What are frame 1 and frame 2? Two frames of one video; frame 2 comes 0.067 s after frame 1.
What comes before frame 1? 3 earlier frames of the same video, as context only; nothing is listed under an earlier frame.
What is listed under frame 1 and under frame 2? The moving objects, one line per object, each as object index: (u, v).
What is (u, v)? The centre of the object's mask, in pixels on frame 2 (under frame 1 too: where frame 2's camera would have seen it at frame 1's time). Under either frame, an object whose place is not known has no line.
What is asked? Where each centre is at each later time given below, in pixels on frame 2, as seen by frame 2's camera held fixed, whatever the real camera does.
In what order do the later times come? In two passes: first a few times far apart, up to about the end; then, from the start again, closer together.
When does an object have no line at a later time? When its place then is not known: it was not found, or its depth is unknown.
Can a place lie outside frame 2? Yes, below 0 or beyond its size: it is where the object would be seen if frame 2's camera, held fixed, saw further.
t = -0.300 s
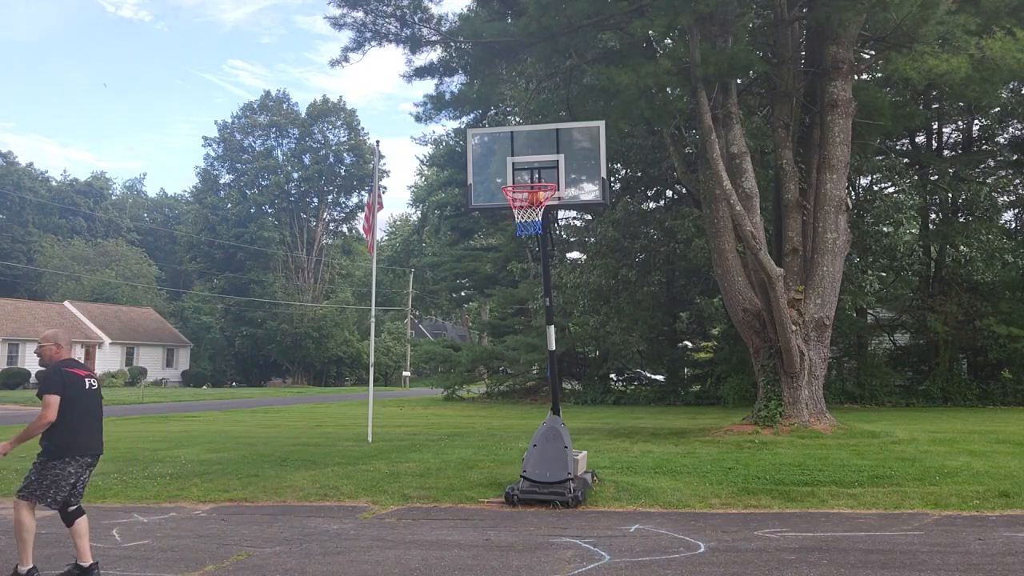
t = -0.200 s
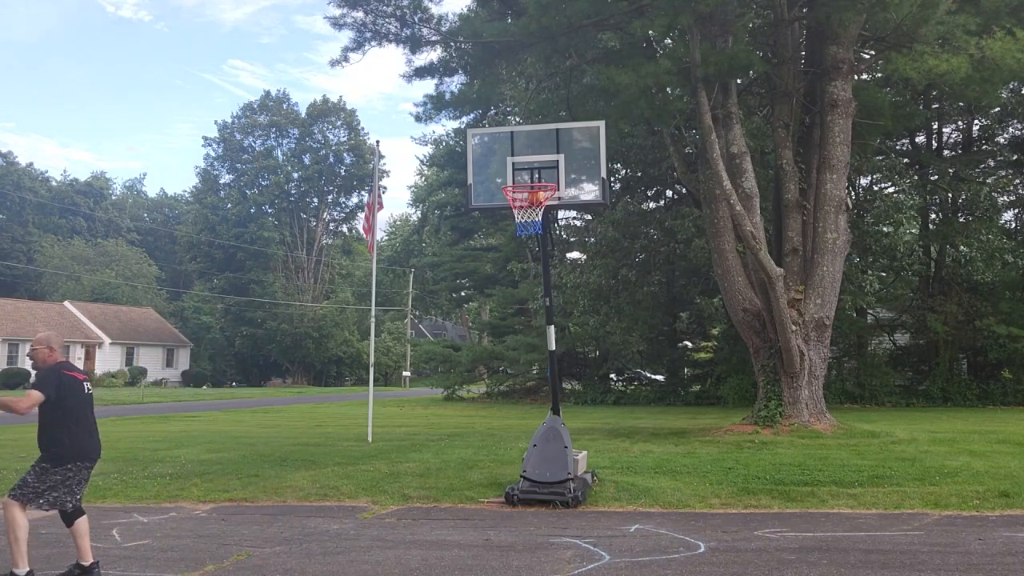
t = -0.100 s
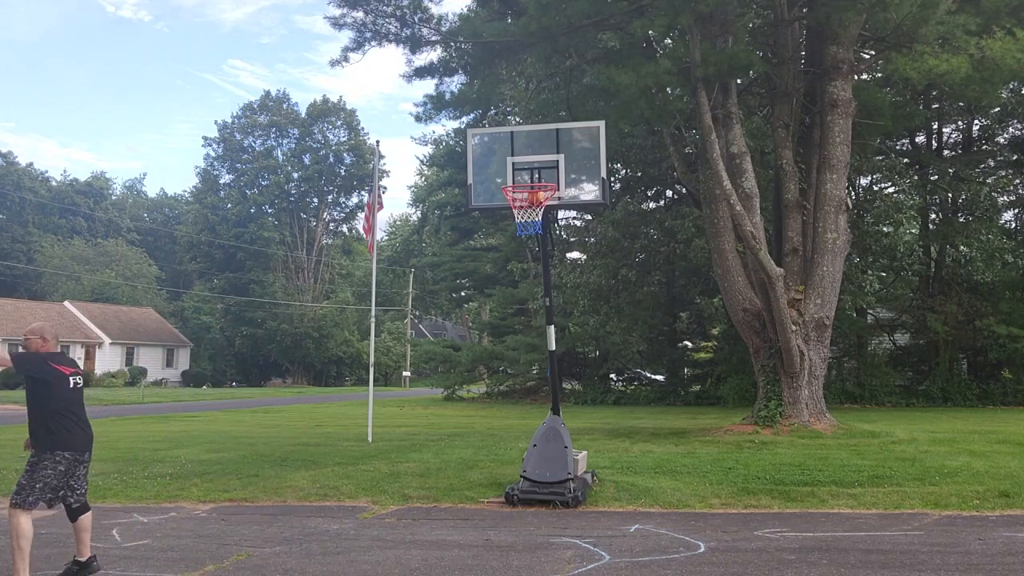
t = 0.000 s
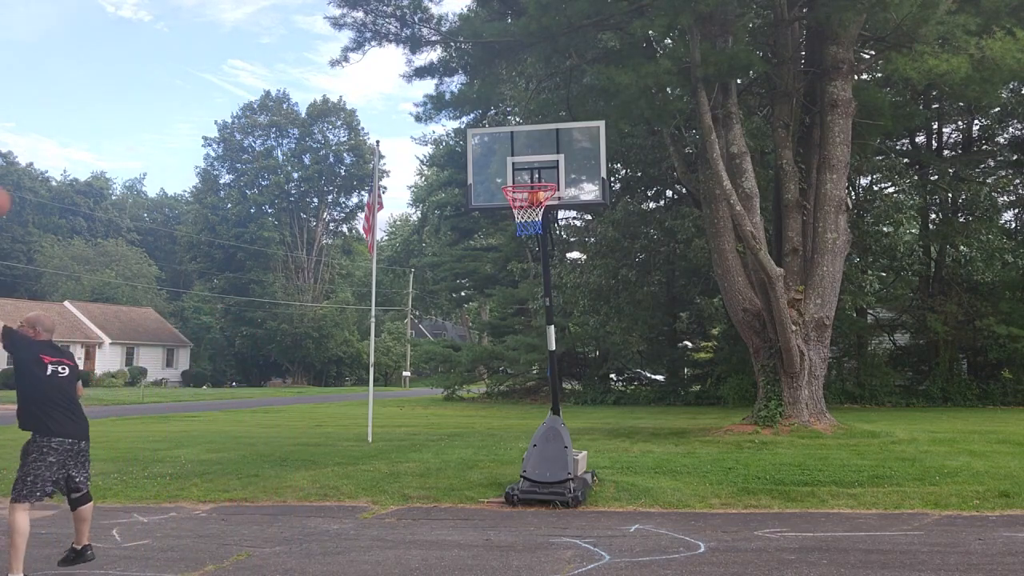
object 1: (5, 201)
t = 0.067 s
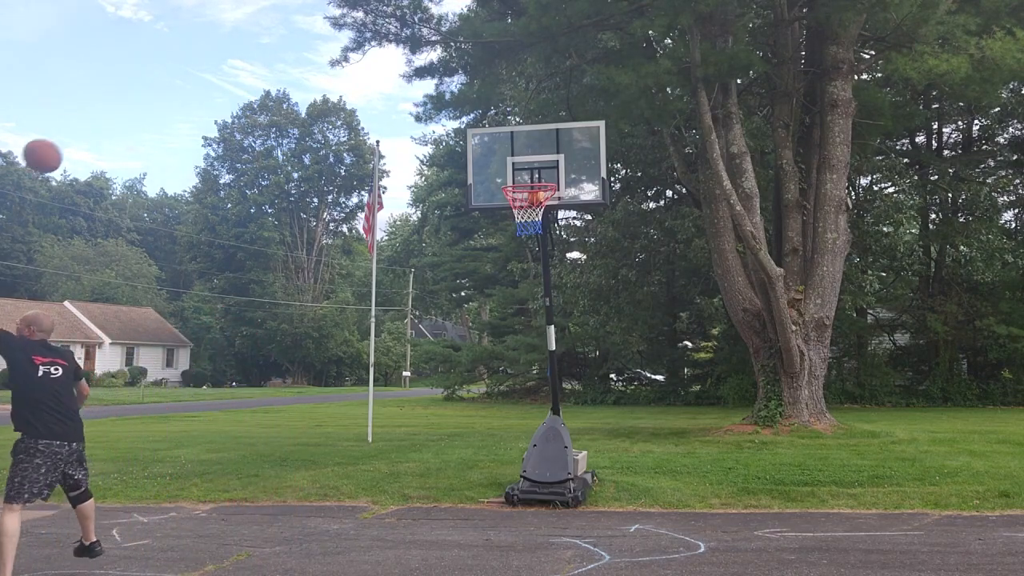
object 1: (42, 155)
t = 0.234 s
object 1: (159, 77)
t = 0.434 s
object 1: (274, 40)
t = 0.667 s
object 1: (387, 61)
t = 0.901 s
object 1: (483, 138)
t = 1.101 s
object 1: (524, 156)
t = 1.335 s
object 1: (552, 149)
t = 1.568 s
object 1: (581, 203)
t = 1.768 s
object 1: (606, 305)
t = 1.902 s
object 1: (623, 404)
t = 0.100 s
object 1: (67, 136)
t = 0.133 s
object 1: (92, 118)
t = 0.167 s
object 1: (115, 103)
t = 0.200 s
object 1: (137, 89)
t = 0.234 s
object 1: (159, 77)
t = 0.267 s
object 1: (179, 67)
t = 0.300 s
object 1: (200, 59)
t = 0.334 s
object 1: (219, 52)
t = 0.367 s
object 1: (238, 46)
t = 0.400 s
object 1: (256, 42)
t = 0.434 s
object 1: (274, 40)
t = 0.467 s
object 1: (291, 39)
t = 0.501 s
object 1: (308, 40)
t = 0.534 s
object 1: (324, 41)
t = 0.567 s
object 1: (340, 45)
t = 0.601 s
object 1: (356, 49)
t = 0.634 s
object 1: (371, 54)
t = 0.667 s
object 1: (387, 61)
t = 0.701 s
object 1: (402, 69)
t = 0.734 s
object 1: (416, 78)
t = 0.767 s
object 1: (430, 88)
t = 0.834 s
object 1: (457, 110)
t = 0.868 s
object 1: (470, 123)
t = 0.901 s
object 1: (483, 138)
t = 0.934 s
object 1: (494, 152)
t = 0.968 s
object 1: (506, 168)
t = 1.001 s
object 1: (512, 172)
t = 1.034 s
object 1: (516, 168)
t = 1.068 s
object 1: (520, 162)
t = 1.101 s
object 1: (524, 156)
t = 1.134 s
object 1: (528, 152)
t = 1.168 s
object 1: (532, 149)
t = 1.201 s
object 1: (536, 147)
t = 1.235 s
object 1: (540, 145)
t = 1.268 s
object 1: (544, 146)
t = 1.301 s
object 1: (548, 147)
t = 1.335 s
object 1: (552, 149)
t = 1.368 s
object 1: (556, 153)
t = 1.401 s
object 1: (560, 158)
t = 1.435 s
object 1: (564, 165)
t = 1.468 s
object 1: (568, 173)
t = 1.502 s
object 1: (572, 182)
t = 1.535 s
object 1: (576, 192)
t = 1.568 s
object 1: (581, 203)
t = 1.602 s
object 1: (586, 217)
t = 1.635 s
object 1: (590, 231)
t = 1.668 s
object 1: (594, 247)
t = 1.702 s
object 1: (598, 265)
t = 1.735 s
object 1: (602, 284)
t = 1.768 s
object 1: (606, 305)
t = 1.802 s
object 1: (610, 327)
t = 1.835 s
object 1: (615, 351)
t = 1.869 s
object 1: (619, 378)
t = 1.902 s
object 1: (623, 404)
